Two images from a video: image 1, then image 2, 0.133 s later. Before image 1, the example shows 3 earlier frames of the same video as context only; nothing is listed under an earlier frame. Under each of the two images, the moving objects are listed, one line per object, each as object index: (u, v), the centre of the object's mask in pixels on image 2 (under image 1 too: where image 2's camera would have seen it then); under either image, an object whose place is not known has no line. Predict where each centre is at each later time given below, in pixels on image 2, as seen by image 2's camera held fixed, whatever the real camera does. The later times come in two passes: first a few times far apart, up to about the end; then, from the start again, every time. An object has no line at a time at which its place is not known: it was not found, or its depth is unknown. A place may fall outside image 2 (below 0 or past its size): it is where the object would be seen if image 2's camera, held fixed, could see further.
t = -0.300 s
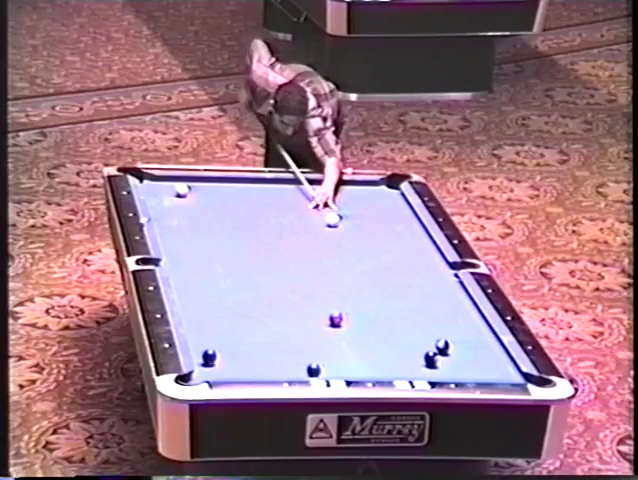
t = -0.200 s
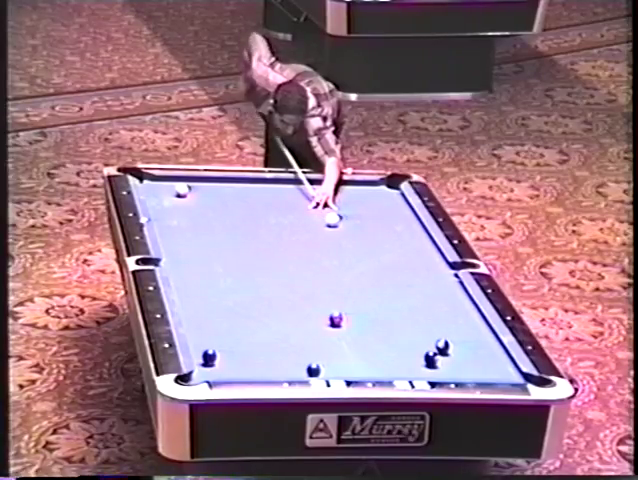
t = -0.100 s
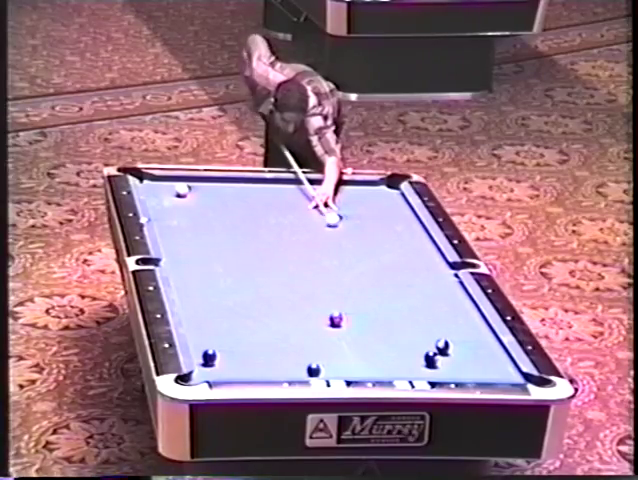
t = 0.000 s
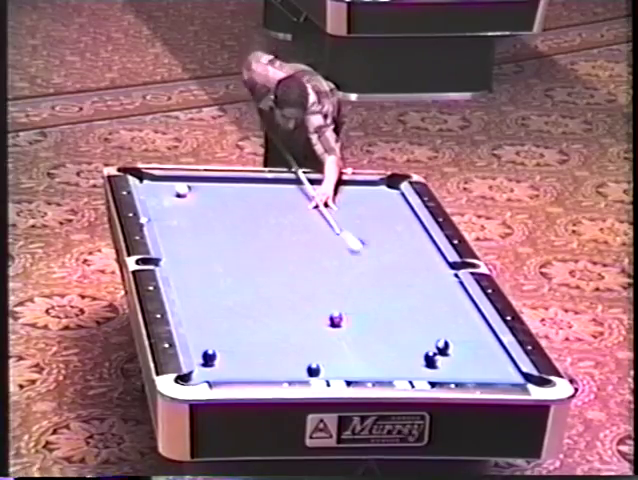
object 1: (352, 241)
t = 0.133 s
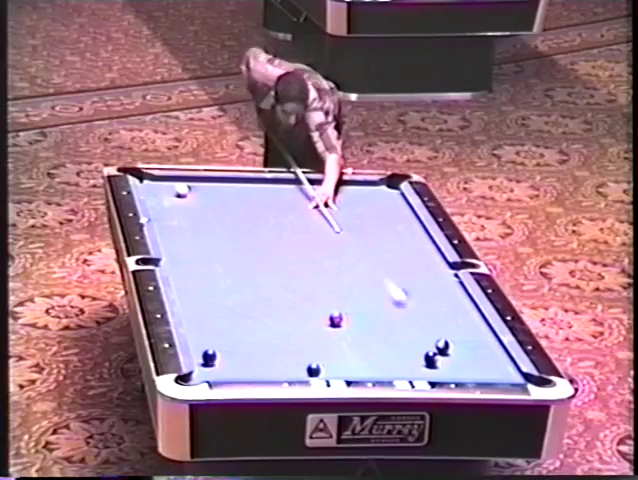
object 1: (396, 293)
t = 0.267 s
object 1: (434, 341)
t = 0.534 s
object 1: (417, 340)
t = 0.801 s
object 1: (402, 338)
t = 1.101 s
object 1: (386, 335)
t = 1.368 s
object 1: (373, 334)
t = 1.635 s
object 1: (363, 332)
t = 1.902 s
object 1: (354, 331)
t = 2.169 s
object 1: (346, 330)
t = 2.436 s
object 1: (340, 329)
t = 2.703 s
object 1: (336, 328)
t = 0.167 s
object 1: (408, 307)
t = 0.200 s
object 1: (419, 320)
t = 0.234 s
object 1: (431, 334)
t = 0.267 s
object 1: (434, 341)
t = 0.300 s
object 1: (432, 341)
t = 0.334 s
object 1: (430, 341)
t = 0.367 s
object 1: (428, 341)
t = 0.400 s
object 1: (425, 341)
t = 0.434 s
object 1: (423, 341)
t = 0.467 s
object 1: (421, 341)
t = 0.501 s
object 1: (419, 340)
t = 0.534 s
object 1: (417, 340)
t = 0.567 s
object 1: (415, 340)
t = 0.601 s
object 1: (413, 339)
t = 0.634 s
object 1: (411, 339)
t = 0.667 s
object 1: (409, 339)
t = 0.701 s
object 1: (407, 339)
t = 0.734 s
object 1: (405, 339)
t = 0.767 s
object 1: (403, 339)
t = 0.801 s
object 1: (402, 338)
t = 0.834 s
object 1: (399, 338)
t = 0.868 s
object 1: (398, 338)
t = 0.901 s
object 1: (396, 337)
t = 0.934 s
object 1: (394, 337)
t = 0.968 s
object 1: (393, 336)
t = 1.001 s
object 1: (391, 337)
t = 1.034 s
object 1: (389, 336)
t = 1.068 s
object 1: (387, 336)
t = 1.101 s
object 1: (386, 335)
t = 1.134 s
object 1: (384, 335)
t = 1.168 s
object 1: (382, 335)
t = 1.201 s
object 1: (381, 335)
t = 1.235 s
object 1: (379, 335)
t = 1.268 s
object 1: (378, 334)
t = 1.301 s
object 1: (376, 334)
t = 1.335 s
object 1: (375, 334)
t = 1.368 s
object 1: (373, 334)
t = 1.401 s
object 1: (372, 333)
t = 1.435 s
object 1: (371, 333)
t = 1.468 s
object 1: (370, 333)
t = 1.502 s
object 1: (368, 333)
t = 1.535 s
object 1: (366, 333)
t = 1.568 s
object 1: (365, 333)
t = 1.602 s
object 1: (364, 332)
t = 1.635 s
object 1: (363, 332)
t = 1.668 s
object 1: (362, 332)
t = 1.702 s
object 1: (360, 332)
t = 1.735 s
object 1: (359, 331)
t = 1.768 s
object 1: (358, 331)
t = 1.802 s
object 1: (357, 331)
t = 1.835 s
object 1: (356, 331)
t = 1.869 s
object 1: (355, 331)
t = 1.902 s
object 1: (354, 331)
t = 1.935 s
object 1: (353, 331)
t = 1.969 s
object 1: (351, 331)
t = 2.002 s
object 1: (351, 330)
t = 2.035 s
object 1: (349, 331)
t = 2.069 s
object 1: (349, 331)
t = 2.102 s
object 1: (348, 330)
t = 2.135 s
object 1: (347, 330)
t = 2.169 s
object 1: (346, 330)
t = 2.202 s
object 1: (345, 330)
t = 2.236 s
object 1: (344, 330)
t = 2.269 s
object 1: (343, 330)
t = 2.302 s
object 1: (343, 330)
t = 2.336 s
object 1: (342, 329)
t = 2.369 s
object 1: (341, 330)
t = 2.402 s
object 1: (341, 329)
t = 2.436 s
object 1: (340, 329)
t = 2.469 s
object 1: (339, 329)
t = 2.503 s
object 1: (339, 329)
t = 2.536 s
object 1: (338, 329)
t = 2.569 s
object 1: (338, 329)
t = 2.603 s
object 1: (337, 328)
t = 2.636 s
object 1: (336, 328)
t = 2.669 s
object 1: (336, 328)
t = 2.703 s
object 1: (336, 328)
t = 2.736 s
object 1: (335, 328)
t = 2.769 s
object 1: (335, 328)
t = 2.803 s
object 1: (334, 328)
